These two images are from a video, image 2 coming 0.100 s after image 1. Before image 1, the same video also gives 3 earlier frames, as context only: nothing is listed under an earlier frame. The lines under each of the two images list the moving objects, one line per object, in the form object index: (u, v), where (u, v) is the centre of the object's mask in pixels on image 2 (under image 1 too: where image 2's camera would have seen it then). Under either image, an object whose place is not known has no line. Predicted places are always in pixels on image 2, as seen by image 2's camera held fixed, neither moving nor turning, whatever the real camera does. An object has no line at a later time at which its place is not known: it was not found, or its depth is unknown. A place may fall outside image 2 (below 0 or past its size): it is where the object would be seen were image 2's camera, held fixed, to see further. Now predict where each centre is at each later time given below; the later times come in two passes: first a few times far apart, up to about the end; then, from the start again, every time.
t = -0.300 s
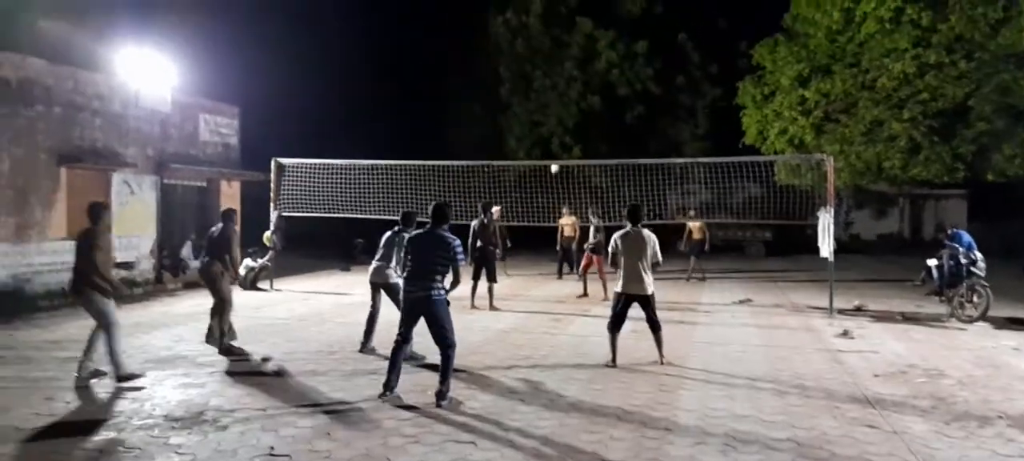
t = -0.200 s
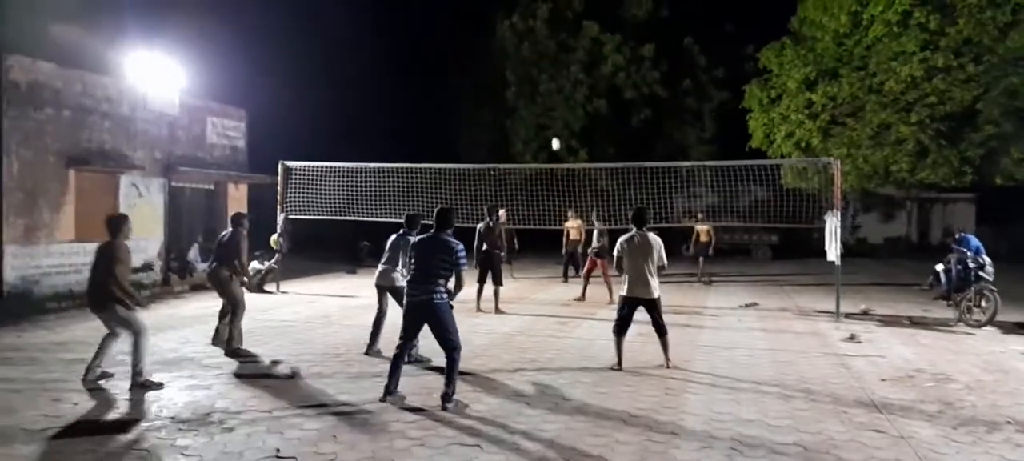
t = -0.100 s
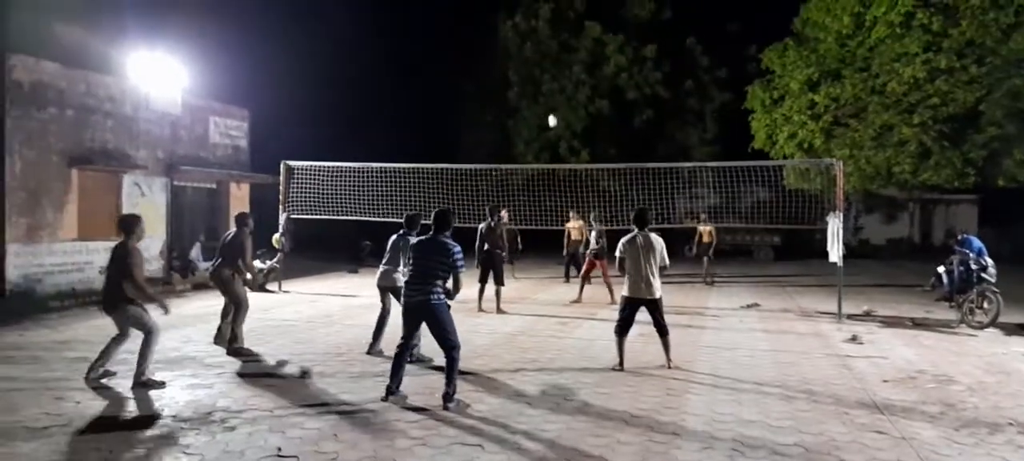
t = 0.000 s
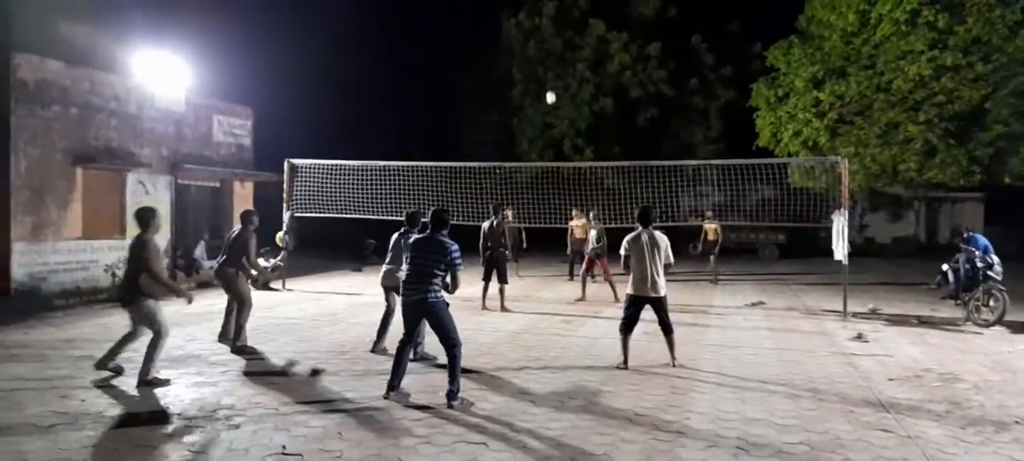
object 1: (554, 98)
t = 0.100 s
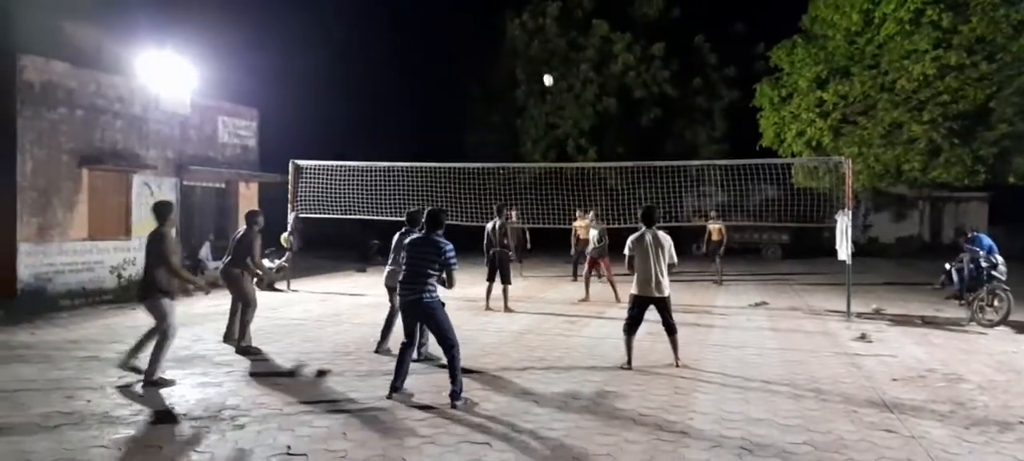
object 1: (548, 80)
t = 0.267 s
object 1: (535, 58)
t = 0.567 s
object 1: (508, 52)
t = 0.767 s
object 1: (483, 81)
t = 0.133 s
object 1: (545, 75)
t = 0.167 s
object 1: (543, 70)
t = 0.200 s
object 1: (540, 65)
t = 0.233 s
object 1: (538, 61)
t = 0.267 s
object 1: (535, 58)
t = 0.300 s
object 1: (533, 55)
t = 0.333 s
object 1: (530, 52)
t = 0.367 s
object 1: (527, 50)
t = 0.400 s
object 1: (524, 49)
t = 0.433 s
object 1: (521, 48)
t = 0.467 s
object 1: (518, 48)
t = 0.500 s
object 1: (514, 49)
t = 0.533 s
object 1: (511, 50)
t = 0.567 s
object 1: (508, 52)
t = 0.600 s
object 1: (504, 55)
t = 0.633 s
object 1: (500, 58)
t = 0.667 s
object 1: (497, 62)
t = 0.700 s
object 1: (492, 67)
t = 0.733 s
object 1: (488, 73)
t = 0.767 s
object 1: (483, 81)
